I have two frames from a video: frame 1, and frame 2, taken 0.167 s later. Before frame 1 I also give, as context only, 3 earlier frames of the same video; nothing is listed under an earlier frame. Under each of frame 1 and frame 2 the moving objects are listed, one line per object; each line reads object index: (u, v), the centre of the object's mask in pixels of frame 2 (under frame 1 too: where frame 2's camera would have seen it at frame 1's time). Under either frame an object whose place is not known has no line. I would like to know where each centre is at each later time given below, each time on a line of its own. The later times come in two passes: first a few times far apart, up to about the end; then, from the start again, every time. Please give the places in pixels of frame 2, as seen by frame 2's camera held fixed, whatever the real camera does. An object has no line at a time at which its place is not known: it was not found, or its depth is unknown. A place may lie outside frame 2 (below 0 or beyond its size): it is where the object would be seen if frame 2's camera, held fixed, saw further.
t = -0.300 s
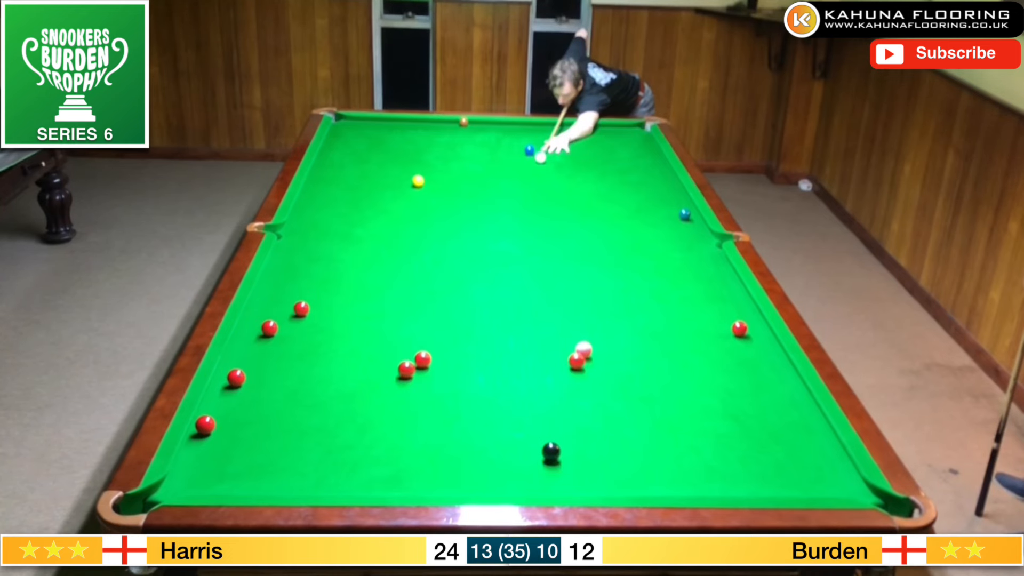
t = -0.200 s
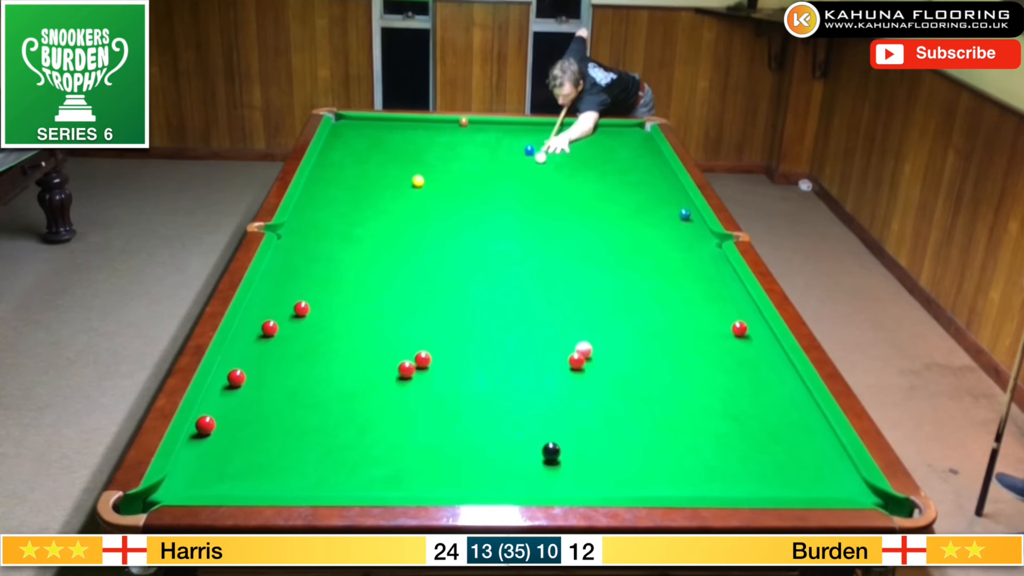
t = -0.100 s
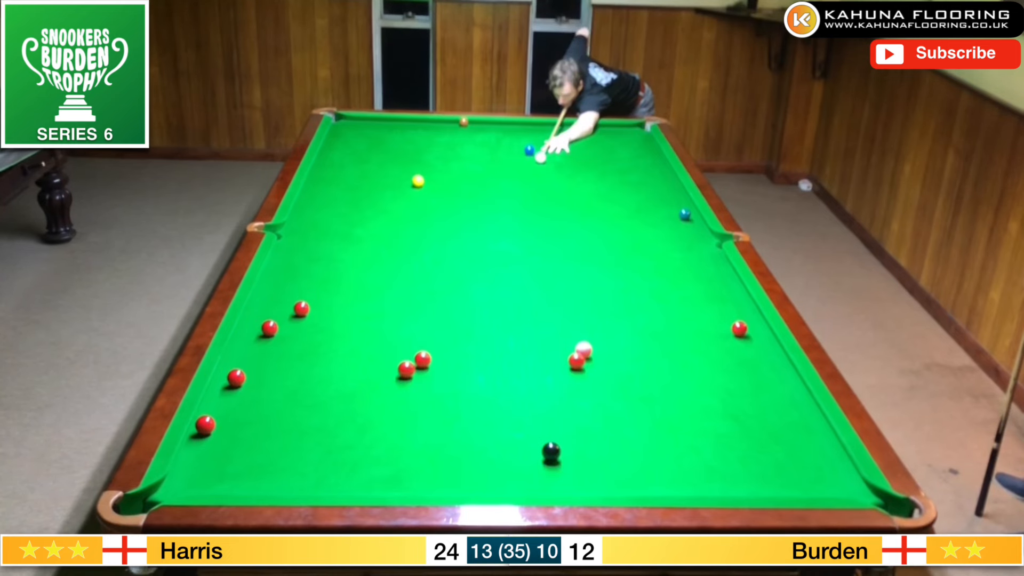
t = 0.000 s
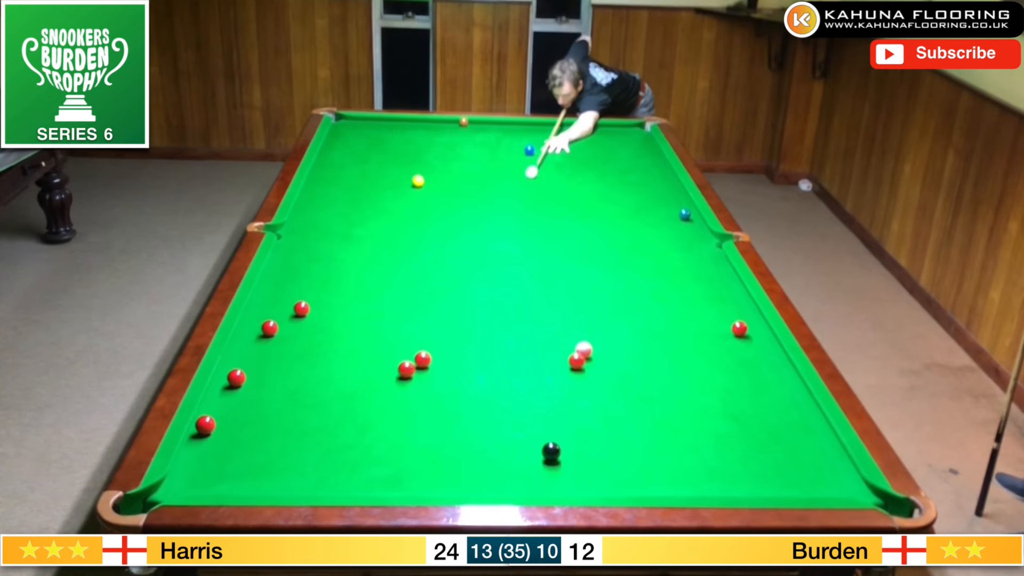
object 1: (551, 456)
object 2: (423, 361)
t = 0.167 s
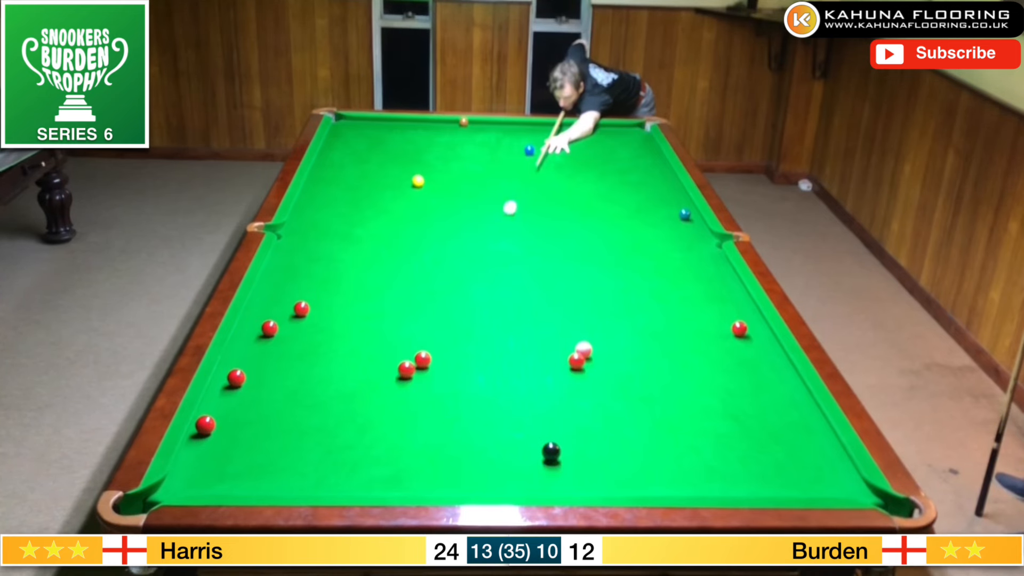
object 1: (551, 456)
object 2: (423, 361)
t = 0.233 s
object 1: (551, 456)
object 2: (423, 362)
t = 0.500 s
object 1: (551, 455)
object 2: (422, 361)
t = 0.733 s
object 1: (551, 456)
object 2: (422, 365)
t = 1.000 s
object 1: (551, 456)
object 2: (482, 414)
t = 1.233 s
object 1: (555, 455)
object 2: (532, 456)
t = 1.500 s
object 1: (594, 457)
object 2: (550, 481)
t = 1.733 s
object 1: (625, 458)
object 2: (555, 452)
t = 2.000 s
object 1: (657, 458)
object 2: (561, 423)
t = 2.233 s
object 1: (682, 459)
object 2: (566, 401)
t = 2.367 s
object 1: (695, 460)
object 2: (569, 391)
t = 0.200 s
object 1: (551, 456)
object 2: (423, 361)
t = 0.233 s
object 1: (551, 456)
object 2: (423, 362)
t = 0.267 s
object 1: (551, 456)
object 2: (422, 361)
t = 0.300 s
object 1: (551, 456)
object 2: (422, 361)
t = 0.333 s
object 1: (551, 456)
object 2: (422, 361)
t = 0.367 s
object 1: (551, 456)
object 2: (422, 361)
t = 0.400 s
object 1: (551, 456)
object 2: (422, 361)
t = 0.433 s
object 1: (551, 456)
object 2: (422, 361)
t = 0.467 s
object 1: (551, 455)
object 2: (422, 361)
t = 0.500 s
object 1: (551, 455)
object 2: (422, 361)
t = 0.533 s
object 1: (551, 455)
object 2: (422, 361)
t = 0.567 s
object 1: (551, 455)
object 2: (422, 361)
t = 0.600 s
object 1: (551, 456)
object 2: (423, 361)
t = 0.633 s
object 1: (551, 456)
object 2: (423, 361)
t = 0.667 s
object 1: (551, 455)
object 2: (423, 361)
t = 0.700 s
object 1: (551, 455)
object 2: (422, 361)
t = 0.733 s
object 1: (551, 456)
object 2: (422, 365)
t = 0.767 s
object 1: (551, 455)
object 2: (428, 373)
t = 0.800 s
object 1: (551, 456)
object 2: (437, 380)
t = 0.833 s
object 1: (551, 456)
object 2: (445, 386)
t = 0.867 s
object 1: (551, 456)
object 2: (453, 392)
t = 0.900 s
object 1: (551, 456)
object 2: (460, 398)
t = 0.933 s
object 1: (551, 456)
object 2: (468, 404)
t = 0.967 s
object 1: (551, 455)
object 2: (475, 408)
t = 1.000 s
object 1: (551, 456)
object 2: (482, 414)
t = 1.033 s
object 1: (551, 455)
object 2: (489, 420)
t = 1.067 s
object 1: (551, 456)
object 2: (497, 425)
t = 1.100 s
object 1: (551, 455)
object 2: (505, 431)
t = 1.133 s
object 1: (551, 455)
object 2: (512, 437)
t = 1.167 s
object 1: (551, 455)
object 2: (520, 443)
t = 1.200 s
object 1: (551, 455)
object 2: (528, 450)
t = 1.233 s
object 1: (555, 455)
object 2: (532, 456)
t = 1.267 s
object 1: (561, 455)
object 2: (534, 463)
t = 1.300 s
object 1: (566, 456)
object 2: (537, 469)
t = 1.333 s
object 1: (570, 456)
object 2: (540, 475)
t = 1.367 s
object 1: (575, 456)
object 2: (543, 481)
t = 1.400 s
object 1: (580, 456)
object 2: (546, 485)
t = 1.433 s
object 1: (585, 457)
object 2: (548, 488)
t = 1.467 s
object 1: (589, 456)
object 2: (549, 484)
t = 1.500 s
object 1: (594, 457)
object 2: (550, 481)
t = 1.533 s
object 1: (599, 457)
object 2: (551, 478)
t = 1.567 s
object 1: (603, 457)
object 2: (551, 473)
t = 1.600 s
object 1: (607, 457)
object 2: (552, 468)
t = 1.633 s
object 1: (612, 457)
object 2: (553, 464)
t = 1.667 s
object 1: (616, 457)
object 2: (554, 460)
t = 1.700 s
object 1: (621, 457)
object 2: (554, 456)
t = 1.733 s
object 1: (625, 458)
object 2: (555, 452)
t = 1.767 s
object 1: (629, 457)
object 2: (556, 448)
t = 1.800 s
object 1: (633, 457)
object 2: (557, 444)
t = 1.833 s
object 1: (637, 457)
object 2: (557, 440)
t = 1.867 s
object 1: (641, 457)
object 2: (558, 437)
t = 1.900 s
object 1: (645, 458)
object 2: (559, 434)
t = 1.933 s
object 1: (649, 458)
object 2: (560, 430)
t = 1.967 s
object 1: (653, 458)
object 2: (561, 427)
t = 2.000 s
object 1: (657, 458)
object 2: (561, 423)
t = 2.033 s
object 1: (660, 458)
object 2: (562, 420)
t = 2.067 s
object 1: (664, 459)
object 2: (563, 417)
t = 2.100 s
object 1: (668, 459)
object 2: (564, 414)
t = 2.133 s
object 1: (672, 459)
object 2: (564, 410)
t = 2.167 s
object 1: (675, 459)
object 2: (565, 408)
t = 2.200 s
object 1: (679, 459)
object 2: (566, 405)
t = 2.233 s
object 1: (682, 459)
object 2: (566, 401)
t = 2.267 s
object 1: (685, 459)
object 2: (567, 399)
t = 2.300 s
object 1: (689, 459)
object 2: (568, 396)
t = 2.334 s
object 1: (692, 459)
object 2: (569, 393)
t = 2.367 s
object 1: (695, 460)
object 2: (569, 391)
